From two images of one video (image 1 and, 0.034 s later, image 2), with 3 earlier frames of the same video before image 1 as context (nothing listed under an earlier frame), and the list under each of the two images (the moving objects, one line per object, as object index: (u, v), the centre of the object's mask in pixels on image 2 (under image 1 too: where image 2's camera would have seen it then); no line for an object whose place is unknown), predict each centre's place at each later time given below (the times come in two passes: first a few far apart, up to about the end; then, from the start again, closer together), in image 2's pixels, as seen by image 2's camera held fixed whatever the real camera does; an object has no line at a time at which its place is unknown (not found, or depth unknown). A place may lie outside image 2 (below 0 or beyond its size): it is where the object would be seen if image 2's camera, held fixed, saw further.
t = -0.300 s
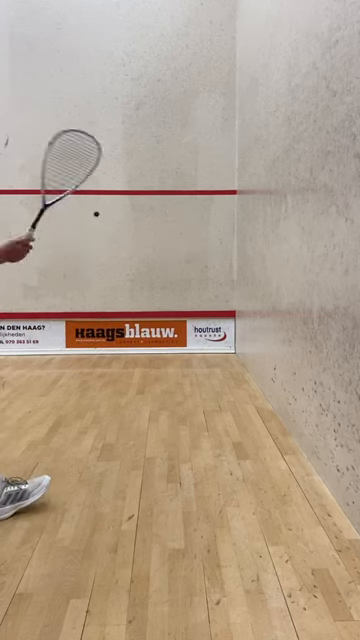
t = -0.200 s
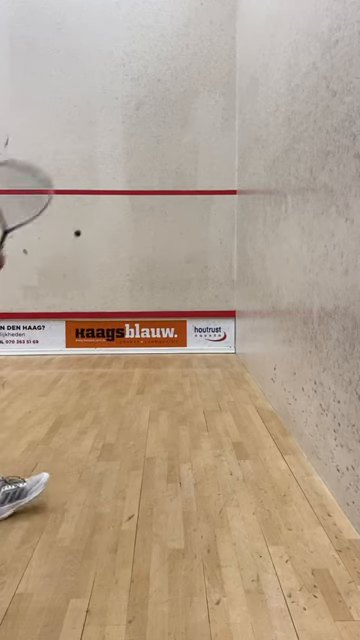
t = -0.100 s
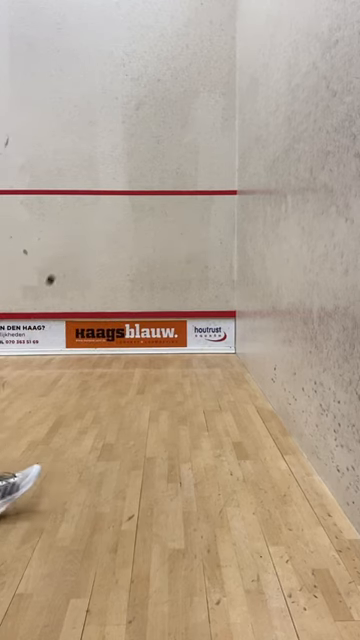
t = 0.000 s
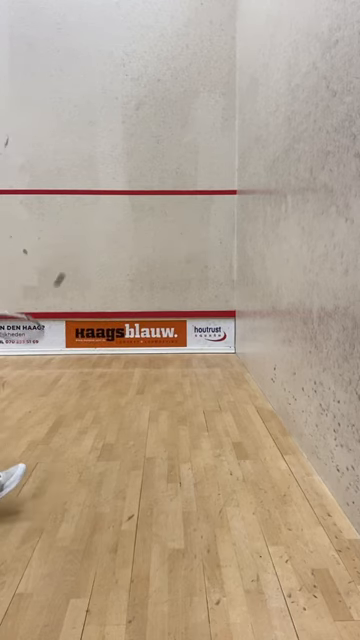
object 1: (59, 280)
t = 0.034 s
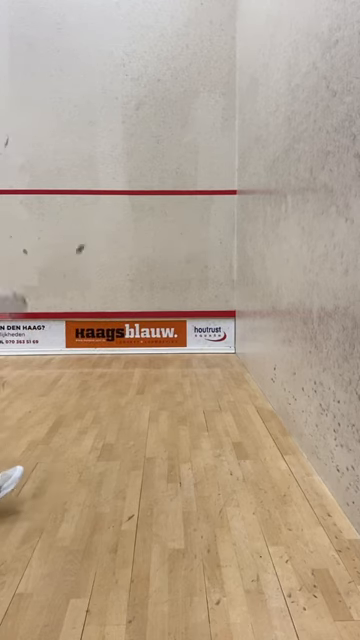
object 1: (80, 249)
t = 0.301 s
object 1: (122, 171)
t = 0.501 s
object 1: (112, 165)
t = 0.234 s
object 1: (123, 180)
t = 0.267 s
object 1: (122, 176)
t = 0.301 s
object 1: (122, 171)
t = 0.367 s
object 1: (119, 164)
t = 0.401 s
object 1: (117, 163)
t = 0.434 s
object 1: (116, 162)
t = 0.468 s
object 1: (114, 163)
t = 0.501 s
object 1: (112, 165)
